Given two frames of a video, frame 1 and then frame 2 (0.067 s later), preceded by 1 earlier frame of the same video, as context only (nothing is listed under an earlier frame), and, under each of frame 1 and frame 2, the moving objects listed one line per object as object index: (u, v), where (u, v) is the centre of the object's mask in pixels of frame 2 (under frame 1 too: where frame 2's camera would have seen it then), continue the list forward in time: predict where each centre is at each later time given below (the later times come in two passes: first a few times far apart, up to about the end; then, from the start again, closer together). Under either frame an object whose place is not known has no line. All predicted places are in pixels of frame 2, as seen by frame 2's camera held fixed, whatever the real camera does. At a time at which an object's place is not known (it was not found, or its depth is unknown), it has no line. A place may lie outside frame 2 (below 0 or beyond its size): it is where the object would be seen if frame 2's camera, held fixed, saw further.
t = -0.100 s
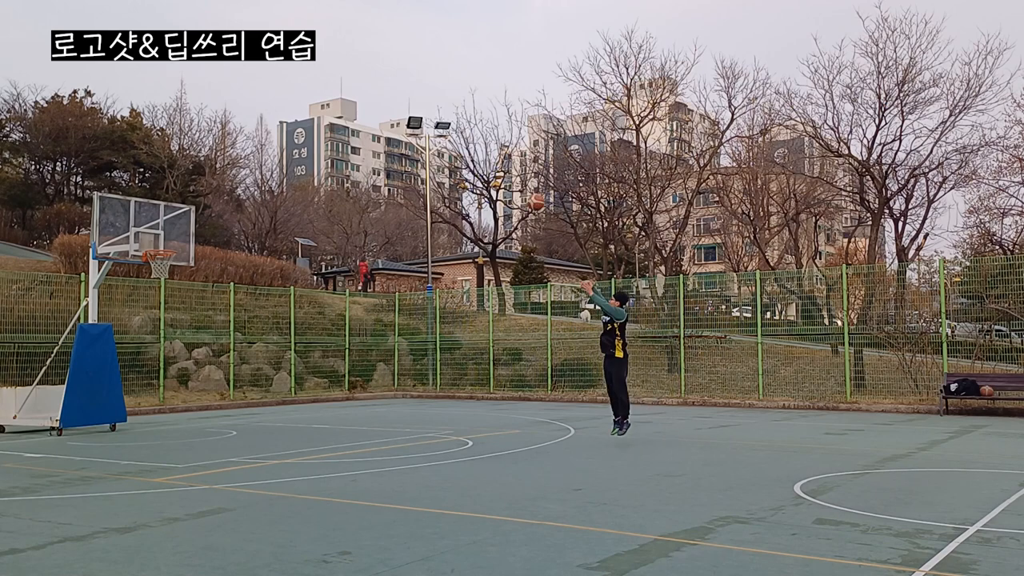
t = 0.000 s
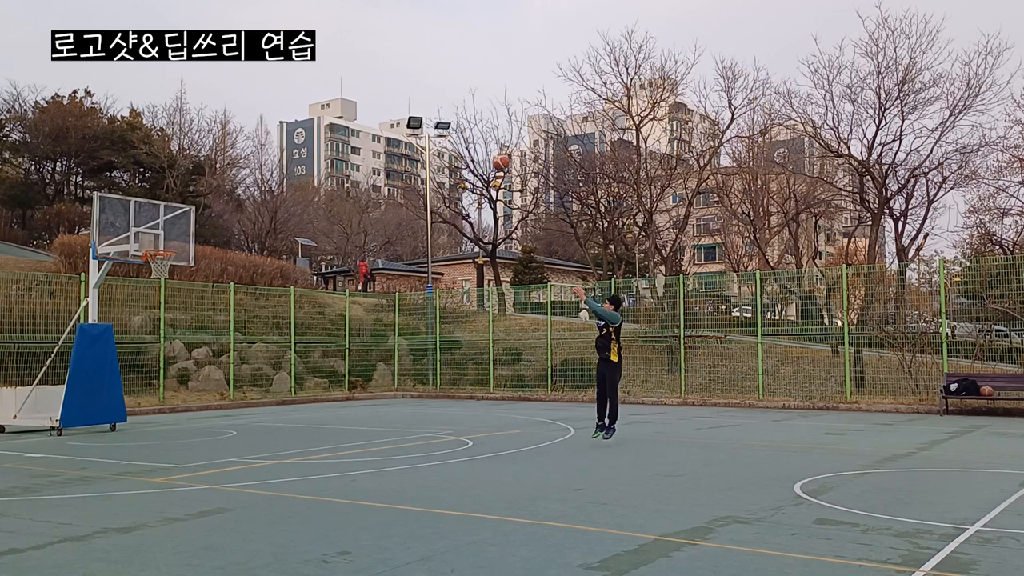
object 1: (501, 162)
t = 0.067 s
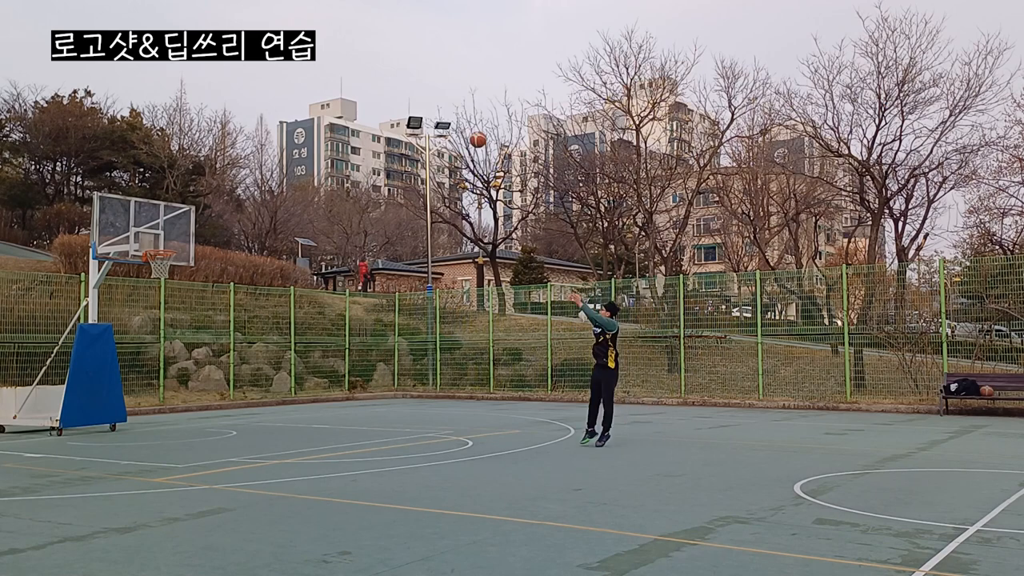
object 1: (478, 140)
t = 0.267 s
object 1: (414, 90)
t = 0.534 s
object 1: (336, 67)
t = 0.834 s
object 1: (257, 93)
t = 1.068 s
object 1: (199, 149)
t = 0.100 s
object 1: (467, 130)
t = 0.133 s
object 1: (455, 120)
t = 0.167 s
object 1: (445, 111)
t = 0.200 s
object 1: (435, 104)
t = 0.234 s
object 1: (424, 97)
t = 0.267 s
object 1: (414, 90)
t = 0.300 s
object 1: (404, 85)
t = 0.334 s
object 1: (394, 80)
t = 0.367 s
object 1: (384, 76)
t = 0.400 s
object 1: (374, 73)
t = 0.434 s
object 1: (365, 71)
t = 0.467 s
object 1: (355, 69)
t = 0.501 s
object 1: (346, 68)
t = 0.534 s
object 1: (336, 67)
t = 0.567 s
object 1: (327, 67)
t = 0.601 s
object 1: (318, 68)
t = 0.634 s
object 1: (309, 70)
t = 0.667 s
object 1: (300, 72)
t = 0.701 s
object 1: (291, 75)
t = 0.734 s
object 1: (283, 79)
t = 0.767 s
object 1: (274, 83)
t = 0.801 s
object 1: (265, 88)
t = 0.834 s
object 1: (257, 93)
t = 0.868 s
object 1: (248, 99)
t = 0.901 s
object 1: (240, 106)
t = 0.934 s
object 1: (231, 114)
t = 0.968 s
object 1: (223, 122)
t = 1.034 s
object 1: (207, 140)
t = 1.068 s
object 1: (199, 149)
